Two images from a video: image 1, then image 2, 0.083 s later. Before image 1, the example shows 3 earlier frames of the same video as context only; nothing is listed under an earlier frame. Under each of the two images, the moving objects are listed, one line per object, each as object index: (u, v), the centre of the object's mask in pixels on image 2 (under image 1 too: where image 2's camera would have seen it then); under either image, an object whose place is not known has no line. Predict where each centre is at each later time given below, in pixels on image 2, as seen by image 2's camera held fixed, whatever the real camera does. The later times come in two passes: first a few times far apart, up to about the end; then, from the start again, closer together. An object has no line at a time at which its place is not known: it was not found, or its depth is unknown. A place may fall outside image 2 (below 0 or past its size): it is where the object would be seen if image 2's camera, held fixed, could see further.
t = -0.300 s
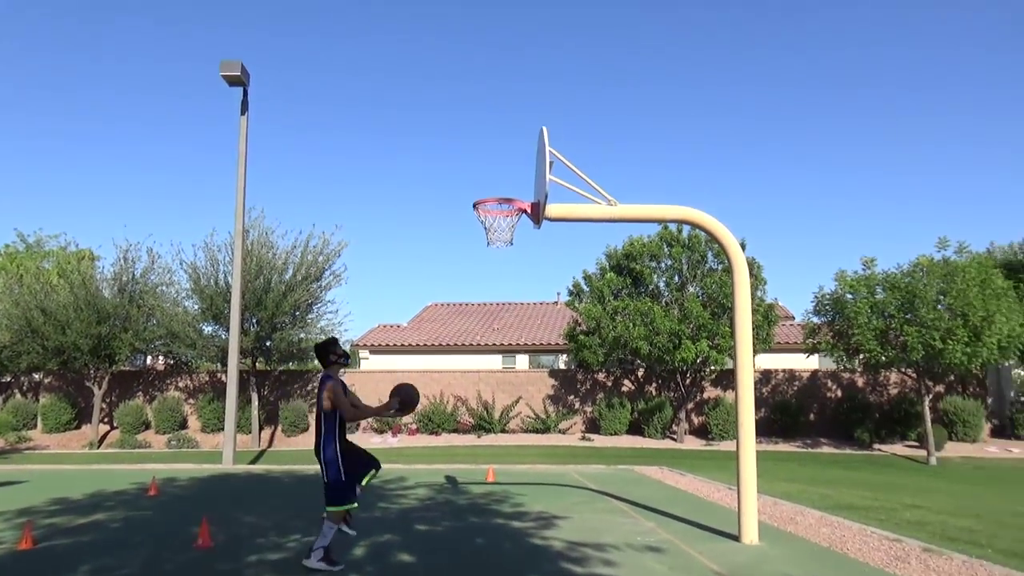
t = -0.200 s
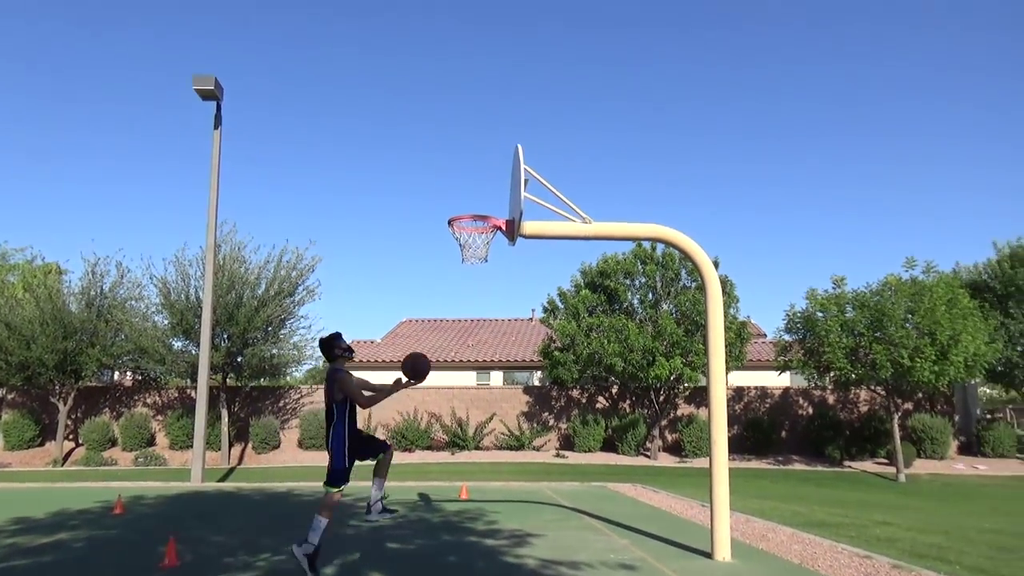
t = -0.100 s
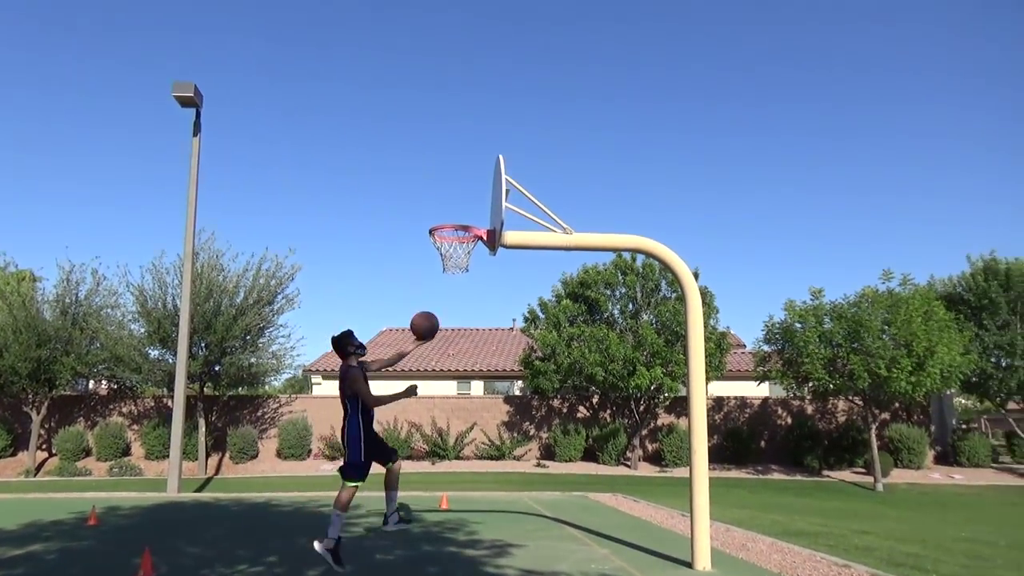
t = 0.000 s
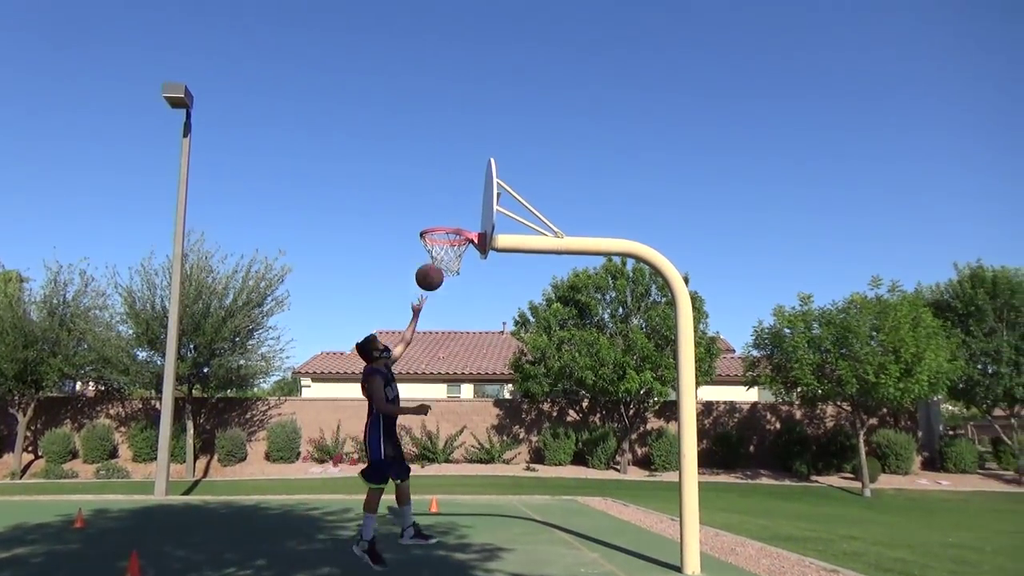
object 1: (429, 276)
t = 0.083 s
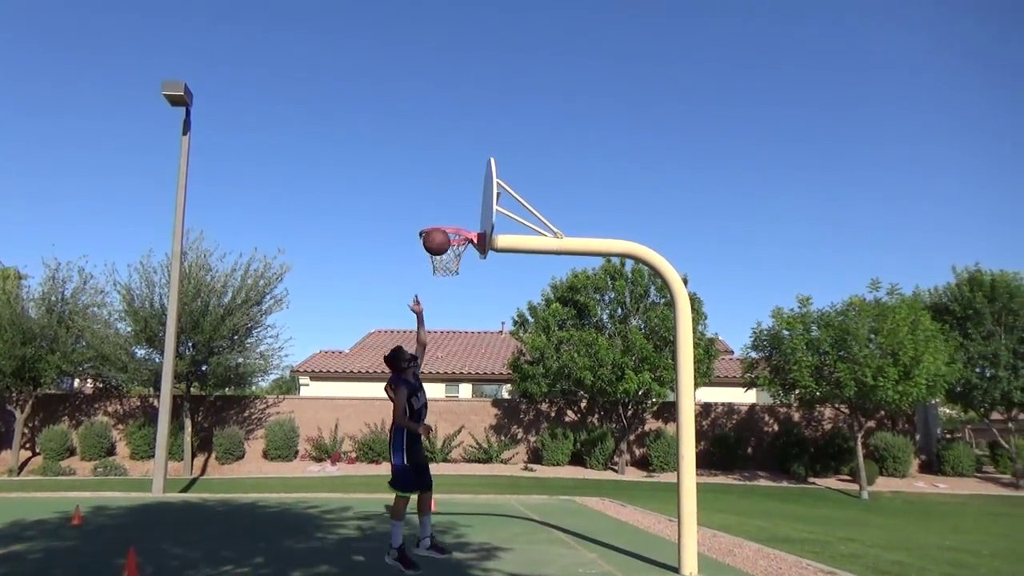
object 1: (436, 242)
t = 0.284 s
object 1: (453, 193)
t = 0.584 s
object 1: (474, 200)
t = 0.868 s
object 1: (466, 203)
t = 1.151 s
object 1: (462, 213)
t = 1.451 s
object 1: (447, 246)
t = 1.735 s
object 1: (433, 345)
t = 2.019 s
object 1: (413, 536)
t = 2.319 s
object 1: (406, 422)
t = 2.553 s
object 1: (398, 371)
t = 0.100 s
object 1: (438, 236)
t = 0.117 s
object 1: (439, 230)
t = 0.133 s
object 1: (440, 225)
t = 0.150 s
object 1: (442, 220)
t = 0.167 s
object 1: (443, 217)
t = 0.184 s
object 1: (445, 212)
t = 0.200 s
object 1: (446, 208)
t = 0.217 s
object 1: (447, 204)
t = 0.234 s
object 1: (449, 201)
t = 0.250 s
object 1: (450, 198)
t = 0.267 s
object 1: (451, 196)
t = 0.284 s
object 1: (453, 193)
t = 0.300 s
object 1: (454, 191)
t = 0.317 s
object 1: (456, 189)
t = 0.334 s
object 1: (457, 188)
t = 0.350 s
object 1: (458, 186)
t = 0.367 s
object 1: (459, 186)
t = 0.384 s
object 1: (461, 185)
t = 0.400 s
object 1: (462, 185)
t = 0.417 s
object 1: (463, 185)
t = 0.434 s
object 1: (464, 185)
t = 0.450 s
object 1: (465, 186)
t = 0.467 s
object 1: (466, 186)
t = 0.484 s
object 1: (468, 187)
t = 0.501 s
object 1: (469, 189)
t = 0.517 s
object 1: (470, 190)
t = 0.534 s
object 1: (471, 192)
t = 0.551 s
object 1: (473, 194)
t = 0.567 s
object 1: (473, 197)
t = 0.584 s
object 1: (474, 200)
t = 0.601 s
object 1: (474, 202)
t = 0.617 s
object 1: (473, 204)
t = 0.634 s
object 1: (472, 206)
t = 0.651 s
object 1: (471, 209)
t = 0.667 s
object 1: (470, 212)
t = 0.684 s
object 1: (468, 215)
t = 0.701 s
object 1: (467, 218)
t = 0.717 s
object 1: (467, 217)
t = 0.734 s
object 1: (467, 214)
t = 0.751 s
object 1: (467, 212)
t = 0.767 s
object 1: (467, 210)
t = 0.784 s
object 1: (467, 208)
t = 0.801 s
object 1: (467, 207)
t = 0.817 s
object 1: (467, 205)
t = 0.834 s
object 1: (466, 205)
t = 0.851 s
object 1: (467, 204)
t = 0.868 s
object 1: (466, 203)
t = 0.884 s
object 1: (466, 203)
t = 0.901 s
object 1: (466, 203)
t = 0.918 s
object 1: (466, 204)
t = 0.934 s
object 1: (466, 204)
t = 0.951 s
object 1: (466, 205)
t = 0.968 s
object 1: (466, 206)
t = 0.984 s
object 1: (466, 208)
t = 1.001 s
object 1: (466, 210)
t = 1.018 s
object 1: (466, 212)
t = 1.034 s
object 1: (466, 215)
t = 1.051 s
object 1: (466, 217)
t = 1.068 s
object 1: (466, 219)
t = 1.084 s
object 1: (465, 217)
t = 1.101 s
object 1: (464, 216)
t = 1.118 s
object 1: (464, 215)
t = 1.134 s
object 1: (463, 214)
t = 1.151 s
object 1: (462, 213)
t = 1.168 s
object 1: (461, 212)
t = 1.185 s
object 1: (460, 212)
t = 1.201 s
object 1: (460, 212)
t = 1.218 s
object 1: (459, 212)
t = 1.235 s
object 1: (458, 213)
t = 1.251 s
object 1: (458, 214)
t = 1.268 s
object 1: (457, 215)
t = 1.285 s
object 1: (456, 216)
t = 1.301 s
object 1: (455, 217)
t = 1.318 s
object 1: (455, 218)
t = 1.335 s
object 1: (454, 219)
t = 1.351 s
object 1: (453, 221)
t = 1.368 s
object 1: (453, 222)
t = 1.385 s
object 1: (452, 224)
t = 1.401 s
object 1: (452, 225)
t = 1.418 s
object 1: (447, 242)
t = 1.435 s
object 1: (448, 243)
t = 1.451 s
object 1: (447, 246)
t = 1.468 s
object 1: (448, 250)
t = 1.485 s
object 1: (447, 255)
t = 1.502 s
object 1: (446, 260)
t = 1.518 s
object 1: (445, 264)
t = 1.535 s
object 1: (444, 269)
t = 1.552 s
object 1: (443, 276)
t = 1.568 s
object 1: (442, 280)
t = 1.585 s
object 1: (441, 284)
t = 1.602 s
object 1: (440, 289)
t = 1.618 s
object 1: (440, 296)
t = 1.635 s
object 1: (439, 302)
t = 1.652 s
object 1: (438, 308)
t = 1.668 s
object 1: (437, 315)
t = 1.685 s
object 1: (436, 322)
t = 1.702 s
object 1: (435, 330)
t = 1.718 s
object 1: (434, 337)
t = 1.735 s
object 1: (433, 345)
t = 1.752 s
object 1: (432, 353)
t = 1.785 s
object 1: (430, 371)
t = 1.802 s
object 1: (429, 380)
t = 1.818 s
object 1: (428, 390)
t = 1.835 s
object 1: (427, 401)
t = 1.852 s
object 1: (426, 411)
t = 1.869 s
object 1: (425, 421)
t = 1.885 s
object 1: (423, 433)
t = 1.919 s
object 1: (421, 456)
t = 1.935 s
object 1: (420, 467)
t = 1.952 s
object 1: (419, 481)
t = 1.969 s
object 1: (417, 494)
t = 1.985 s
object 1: (416, 507)
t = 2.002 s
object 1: (415, 521)
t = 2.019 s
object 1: (413, 536)
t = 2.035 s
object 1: (411, 551)
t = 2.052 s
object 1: (409, 559)
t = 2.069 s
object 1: (410, 549)
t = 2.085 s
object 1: (410, 536)
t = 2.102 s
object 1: (410, 526)
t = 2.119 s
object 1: (410, 516)
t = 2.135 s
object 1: (410, 506)
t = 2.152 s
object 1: (410, 497)
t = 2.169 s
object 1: (409, 488)
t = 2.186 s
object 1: (409, 479)
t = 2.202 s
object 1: (409, 472)
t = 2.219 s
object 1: (409, 463)
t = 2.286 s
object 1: (407, 434)
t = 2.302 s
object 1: (407, 428)
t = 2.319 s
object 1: (406, 422)
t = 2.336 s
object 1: (406, 417)
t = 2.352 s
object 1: (405, 411)
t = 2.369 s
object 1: (405, 407)
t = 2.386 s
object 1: (404, 402)
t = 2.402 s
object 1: (404, 397)
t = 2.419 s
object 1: (403, 394)
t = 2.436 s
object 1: (402, 390)
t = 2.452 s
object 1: (402, 386)
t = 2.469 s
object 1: (402, 383)
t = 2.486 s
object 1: (401, 380)
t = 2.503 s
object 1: (400, 377)
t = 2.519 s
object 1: (400, 375)
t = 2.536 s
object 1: (399, 373)
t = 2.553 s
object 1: (398, 371)
